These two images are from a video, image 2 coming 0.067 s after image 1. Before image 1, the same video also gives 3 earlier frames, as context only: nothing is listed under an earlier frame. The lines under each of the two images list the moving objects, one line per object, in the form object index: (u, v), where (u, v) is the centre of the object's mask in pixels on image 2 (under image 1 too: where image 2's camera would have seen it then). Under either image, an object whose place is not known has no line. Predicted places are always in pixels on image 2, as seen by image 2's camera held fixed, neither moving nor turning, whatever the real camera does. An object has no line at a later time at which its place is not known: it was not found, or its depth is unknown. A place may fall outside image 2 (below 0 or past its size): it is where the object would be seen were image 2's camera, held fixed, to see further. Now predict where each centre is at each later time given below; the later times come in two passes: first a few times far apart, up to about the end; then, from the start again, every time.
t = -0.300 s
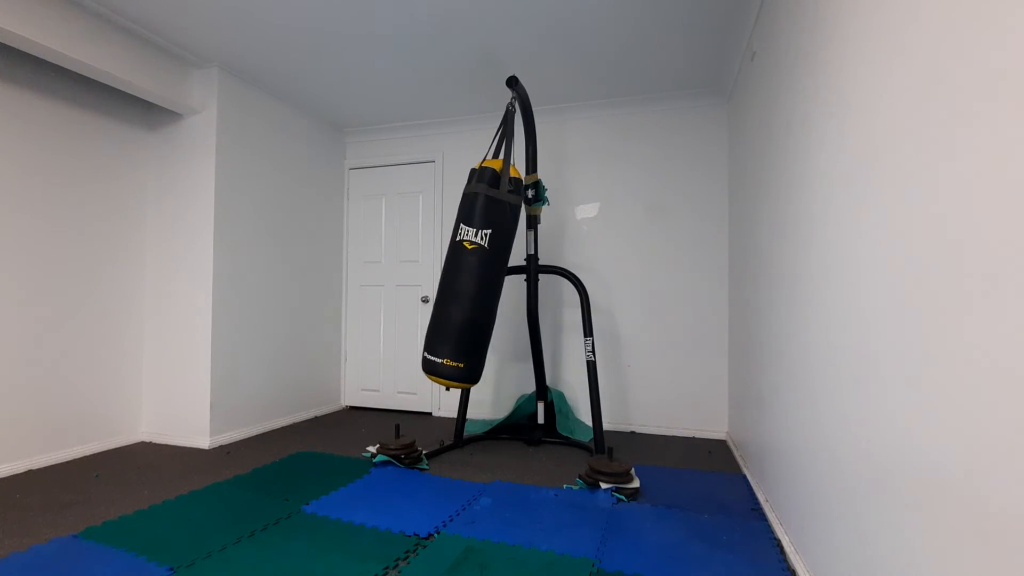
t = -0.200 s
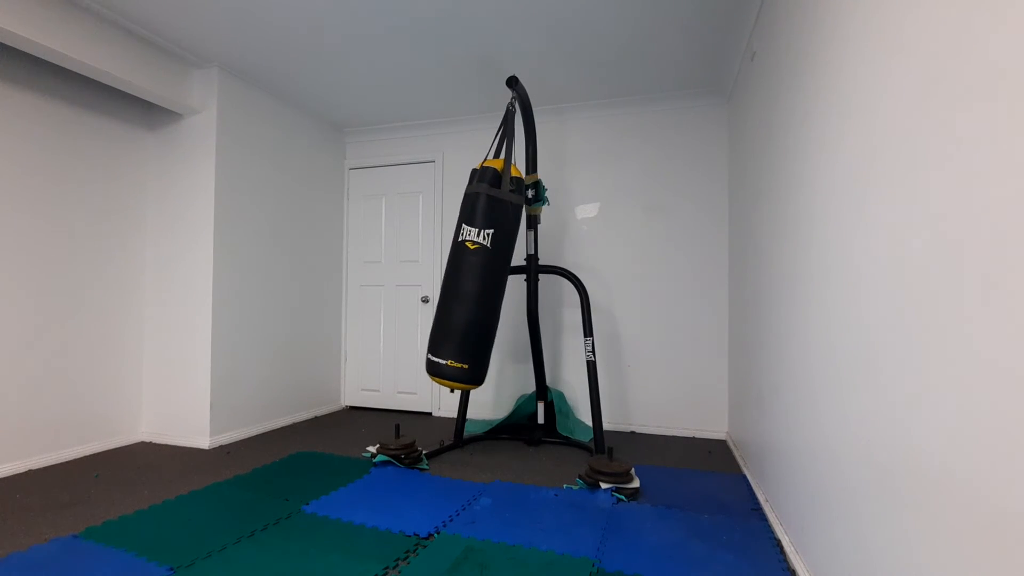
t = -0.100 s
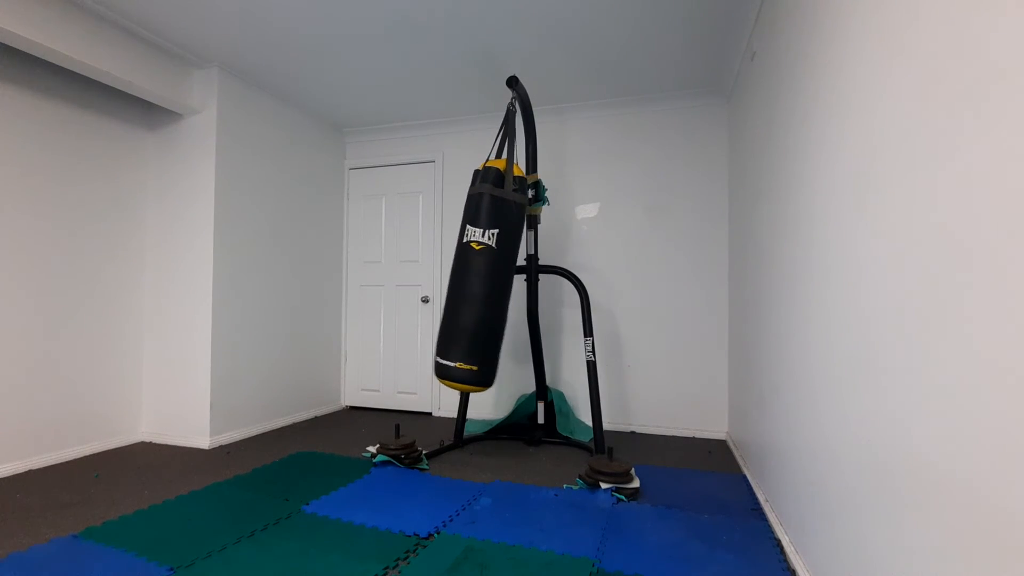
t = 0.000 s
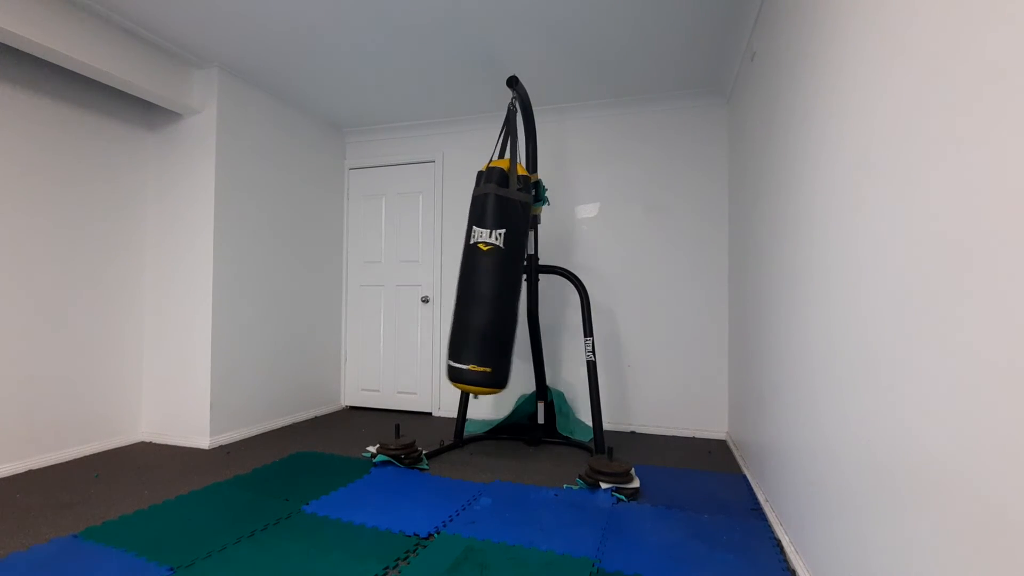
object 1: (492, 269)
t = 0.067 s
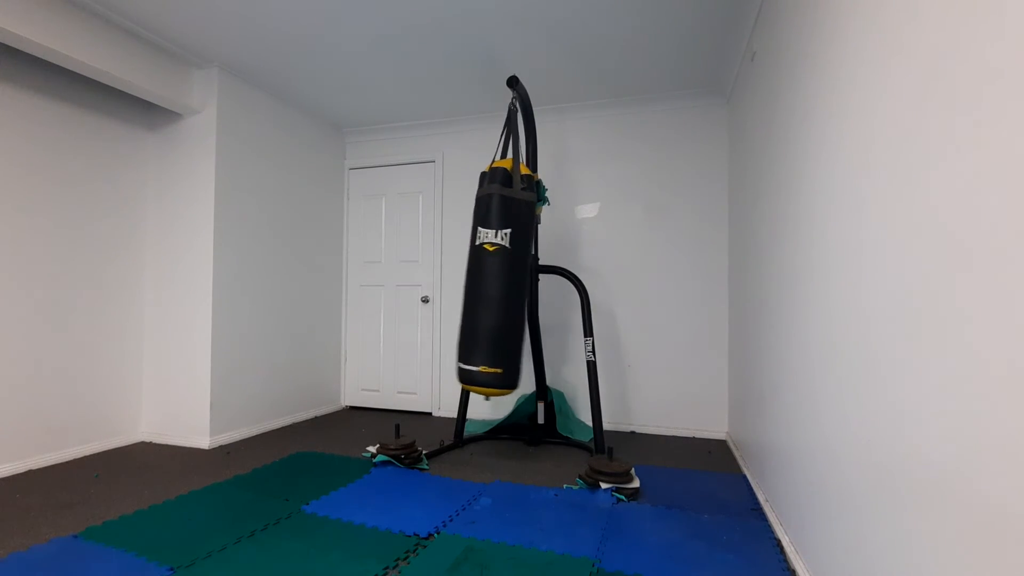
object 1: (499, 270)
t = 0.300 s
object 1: (525, 271)
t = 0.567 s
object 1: (550, 268)
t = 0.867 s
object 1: (555, 267)
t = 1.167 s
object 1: (533, 268)
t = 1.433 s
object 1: (505, 268)
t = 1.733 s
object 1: (480, 266)
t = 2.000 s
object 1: (477, 267)
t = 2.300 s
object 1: (498, 270)
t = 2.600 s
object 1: (532, 270)
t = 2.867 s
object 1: (553, 268)
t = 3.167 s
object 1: (552, 267)
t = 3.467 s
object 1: (526, 269)
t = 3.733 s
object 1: (498, 267)
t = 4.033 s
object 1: (477, 266)
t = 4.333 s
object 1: (482, 268)
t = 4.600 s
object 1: (506, 270)
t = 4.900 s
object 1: (538, 268)
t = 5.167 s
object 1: (554, 267)
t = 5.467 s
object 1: (548, 267)
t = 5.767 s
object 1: (519, 269)
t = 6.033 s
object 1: (492, 268)
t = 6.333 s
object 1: (476, 266)
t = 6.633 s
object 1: (486, 269)
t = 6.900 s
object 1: (513, 270)
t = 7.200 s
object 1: (543, 267)
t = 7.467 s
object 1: (555, 266)
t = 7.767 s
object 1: (542, 268)
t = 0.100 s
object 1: (502, 270)
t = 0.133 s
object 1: (506, 270)
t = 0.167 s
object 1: (510, 270)
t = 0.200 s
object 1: (514, 271)
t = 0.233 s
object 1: (517, 270)
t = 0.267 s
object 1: (521, 271)
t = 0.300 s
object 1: (525, 271)
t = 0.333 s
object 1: (529, 271)
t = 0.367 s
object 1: (532, 268)
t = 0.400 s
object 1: (536, 268)
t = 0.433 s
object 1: (539, 268)
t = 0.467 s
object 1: (542, 267)
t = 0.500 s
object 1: (545, 268)
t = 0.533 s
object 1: (548, 268)
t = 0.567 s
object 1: (550, 268)
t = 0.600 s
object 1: (552, 268)
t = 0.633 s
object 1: (553, 267)
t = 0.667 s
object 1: (555, 267)
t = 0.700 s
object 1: (555, 267)
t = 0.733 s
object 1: (556, 267)
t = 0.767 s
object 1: (556, 267)
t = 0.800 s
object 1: (556, 267)
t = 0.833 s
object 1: (556, 267)
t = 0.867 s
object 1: (555, 267)
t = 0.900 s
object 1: (553, 267)
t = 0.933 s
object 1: (552, 267)
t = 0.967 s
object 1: (550, 267)
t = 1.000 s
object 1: (548, 268)
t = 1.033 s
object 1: (545, 268)
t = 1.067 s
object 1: (543, 267)
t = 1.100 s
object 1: (540, 267)
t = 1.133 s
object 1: (537, 267)
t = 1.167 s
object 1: (533, 268)
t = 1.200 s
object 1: (530, 268)
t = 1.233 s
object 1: (526, 269)
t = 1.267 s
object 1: (523, 269)
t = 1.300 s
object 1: (519, 268)
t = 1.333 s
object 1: (515, 268)
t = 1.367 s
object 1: (512, 268)
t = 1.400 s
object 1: (509, 268)
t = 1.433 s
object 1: (505, 268)
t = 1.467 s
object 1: (501, 267)
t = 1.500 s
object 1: (498, 267)
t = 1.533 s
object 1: (495, 267)
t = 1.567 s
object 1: (492, 266)
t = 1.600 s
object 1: (489, 266)
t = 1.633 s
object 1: (486, 266)
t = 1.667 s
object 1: (484, 266)
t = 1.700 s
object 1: (482, 266)
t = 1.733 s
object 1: (480, 266)
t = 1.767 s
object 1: (478, 266)
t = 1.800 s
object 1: (477, 266)
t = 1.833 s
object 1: (476, 266)
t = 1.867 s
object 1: (476, 266)
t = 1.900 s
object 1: (476, 266)
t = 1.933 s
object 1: (476, 266)
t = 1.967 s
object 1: (476, 266)
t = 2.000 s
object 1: (477, 267)
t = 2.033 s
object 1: (478, 267)
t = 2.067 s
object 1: (480, 268)
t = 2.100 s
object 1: (481, 268)
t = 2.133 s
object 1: (484, 268)
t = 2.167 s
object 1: (486, 269)
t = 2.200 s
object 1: (489, 269)
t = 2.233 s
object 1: (492, 269)
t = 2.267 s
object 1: (495, 270)
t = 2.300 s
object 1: (498, 270)
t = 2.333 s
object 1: (502, 270)
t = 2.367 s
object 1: (506, 270)
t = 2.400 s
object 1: (509, 270)
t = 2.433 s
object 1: (513, 270)
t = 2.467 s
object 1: (517, 274)
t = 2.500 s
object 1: (521, 271)
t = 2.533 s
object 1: (524, 271)
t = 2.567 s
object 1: (528, 270)
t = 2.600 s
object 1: (532, 270)
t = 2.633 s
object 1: (535, 268)
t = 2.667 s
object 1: (538, 268)
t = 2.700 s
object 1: (541, 267)
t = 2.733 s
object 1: (544, 267)
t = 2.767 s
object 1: (547, 268)
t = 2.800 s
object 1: (549, 268)
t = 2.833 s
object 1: (551, 268)
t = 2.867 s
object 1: (553, 268)
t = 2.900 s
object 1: (554, 267)
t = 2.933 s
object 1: (555, 267)
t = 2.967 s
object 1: (555, 266)
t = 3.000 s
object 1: (556, 267)
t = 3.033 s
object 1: (555, 266)
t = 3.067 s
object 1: (555, 267)
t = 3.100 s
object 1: (554, 266)
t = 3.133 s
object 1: (553, 266)
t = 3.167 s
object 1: (552, 267)
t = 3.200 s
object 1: (550, 267)
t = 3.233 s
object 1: (548, 267)
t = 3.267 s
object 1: (545, 268)
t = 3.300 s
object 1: (542, 268)
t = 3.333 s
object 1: (540, 269)
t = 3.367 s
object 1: (536, 269)
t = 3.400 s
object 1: (533, 269)
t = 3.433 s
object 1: (530, 269)
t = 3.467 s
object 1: (526, 269)
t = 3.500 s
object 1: (523, 269)
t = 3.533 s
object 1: (519, 269)
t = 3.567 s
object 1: (516, 268)
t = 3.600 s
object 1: (512, 269)
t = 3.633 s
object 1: (509, 268)
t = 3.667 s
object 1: (505, 267)
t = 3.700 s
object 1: (502, 268)
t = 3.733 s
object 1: (498, 267)
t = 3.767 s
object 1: (495, 267)
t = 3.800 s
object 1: (492, 267)
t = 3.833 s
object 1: (489, 267)
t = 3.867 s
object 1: (486, 266)
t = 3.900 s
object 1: (484, 266)
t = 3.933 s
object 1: (482, 266)
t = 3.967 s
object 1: (480, 266)
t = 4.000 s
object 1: (479, 266)
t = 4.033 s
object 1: (477, 266)
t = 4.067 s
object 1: (477, 266)
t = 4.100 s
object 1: (476, 266)
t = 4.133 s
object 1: (476, 266)
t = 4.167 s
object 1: (476, 266)
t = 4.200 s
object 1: (476, 267)
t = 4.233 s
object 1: (477, 267)
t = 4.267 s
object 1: (478, 267)
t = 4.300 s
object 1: (480, 268)
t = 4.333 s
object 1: (482, 268)
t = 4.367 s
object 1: (484, 268)
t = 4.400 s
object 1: (486, 268)
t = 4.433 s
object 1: (489, 269)
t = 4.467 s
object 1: (492, 269)
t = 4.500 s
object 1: (495, 269)
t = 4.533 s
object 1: (498, 270)
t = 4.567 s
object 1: (502, 270)
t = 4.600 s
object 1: (506, 270)
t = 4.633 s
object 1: (509, 270)
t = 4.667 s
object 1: (513, 270)
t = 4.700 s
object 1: (517, 270)
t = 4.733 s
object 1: (520, 270)
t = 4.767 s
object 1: (524, 274)
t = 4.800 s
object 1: (528, 270)
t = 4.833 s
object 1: (531, 270)
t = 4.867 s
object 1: (535, 270)
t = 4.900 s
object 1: (538, 268)
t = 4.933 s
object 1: (541, 268)
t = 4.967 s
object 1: (544, 267)
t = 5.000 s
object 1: (546, 268)
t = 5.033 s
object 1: (548, 268)
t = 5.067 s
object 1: (550, 268)
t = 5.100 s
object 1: (552, 268)
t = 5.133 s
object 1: (553, 267)
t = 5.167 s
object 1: (554, 267)
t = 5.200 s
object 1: (555, 267)
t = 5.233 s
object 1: (555, 267)
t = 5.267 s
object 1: (555, 267)
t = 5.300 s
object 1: (555, 266)
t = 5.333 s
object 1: (554, 266)
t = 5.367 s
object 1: (553, 267)
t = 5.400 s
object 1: (551, 267)
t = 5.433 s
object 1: (549, 267)
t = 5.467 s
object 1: (548, 267)
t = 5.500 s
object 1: (545, 267)
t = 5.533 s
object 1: (542, 267)
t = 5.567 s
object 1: (539, 267)
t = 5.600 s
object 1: (536, 267)
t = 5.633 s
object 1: (533, 268)
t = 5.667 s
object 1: (530, 269)
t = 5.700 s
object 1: (527, 269)
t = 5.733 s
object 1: (523, 269)
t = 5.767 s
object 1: (519, 269)
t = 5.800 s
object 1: (516, 269)
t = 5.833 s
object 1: (513, 269)
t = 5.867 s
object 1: (509, 268)
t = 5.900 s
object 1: (506, 268)
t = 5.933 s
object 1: (502, 268)
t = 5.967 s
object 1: (499, 268)
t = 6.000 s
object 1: (495, 268)
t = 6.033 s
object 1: (492, 268)
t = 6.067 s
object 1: (489, 267)
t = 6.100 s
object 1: (487, 267)
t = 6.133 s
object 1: (484, 267)
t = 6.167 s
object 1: (482, 267)
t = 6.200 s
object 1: (480, 267)
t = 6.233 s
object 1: (479, 267)
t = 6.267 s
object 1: (478, 266)
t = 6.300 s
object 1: (477, 266)
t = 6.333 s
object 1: (476, 266)
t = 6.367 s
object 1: (476, 266)
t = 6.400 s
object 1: (476, 267)
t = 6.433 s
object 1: (477, 267)
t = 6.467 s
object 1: (477, 267)
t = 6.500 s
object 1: (479, 267)
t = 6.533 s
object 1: (480, 268)
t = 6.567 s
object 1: (482, 268)
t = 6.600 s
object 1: (484, 268)
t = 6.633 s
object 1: (486, 269)
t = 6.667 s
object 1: (489, 269)
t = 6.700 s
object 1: (492, 269)
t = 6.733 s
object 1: (495, 270)
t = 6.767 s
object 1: (498, 270)
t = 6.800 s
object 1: (502, 270)
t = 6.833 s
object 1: (506, 270)
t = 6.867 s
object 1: (509, 270)
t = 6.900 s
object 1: (513, 270)
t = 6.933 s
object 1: (516, 270)
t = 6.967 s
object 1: (520, 270)
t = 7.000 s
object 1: (524, 270)
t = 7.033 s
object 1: (527, 270)
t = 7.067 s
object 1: (531, 270)
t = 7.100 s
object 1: (534, 267)
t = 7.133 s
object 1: (537, 269)
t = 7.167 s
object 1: (540, 268)
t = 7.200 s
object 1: (543, 267)
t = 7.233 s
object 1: (546, 268)
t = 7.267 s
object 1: (548, 268)
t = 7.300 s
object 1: (550, 268)
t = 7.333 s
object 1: (551, 268)
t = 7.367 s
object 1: (553, 267)
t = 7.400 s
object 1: (554, 266)
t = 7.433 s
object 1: (554, 266)
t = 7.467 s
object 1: (555, 266)
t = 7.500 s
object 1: (555, 266)
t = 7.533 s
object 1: (554, 266)
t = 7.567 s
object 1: (554, 267)
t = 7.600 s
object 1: (552, 267)
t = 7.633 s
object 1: (551, 267)
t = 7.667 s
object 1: (549, 268)
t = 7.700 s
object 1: (548, 268)
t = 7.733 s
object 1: (545, 268)
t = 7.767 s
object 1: (542, 268)
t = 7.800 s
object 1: (540, 269)
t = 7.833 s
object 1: (537, 269)
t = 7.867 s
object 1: (534, 269)
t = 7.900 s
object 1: (530, 269)
